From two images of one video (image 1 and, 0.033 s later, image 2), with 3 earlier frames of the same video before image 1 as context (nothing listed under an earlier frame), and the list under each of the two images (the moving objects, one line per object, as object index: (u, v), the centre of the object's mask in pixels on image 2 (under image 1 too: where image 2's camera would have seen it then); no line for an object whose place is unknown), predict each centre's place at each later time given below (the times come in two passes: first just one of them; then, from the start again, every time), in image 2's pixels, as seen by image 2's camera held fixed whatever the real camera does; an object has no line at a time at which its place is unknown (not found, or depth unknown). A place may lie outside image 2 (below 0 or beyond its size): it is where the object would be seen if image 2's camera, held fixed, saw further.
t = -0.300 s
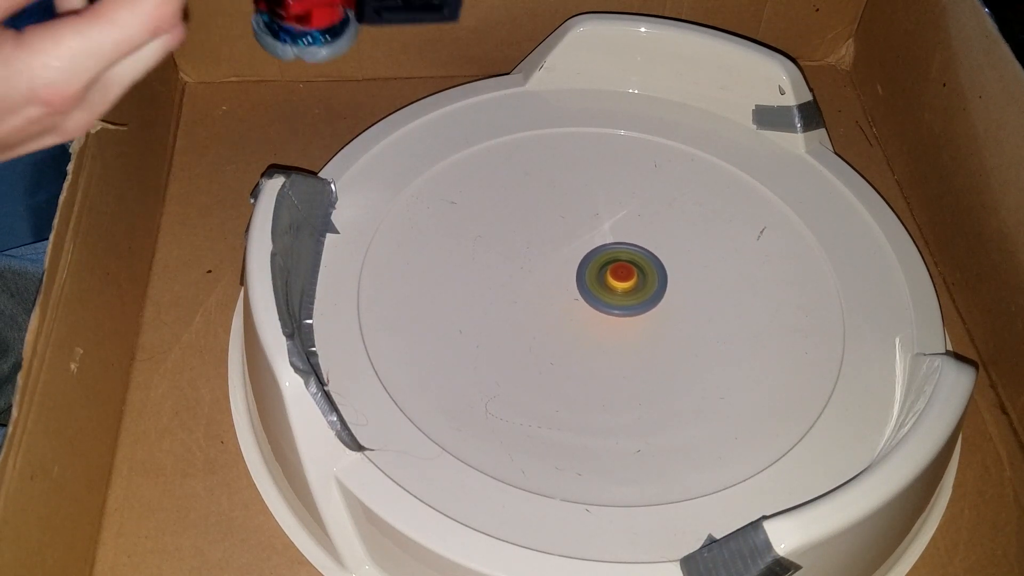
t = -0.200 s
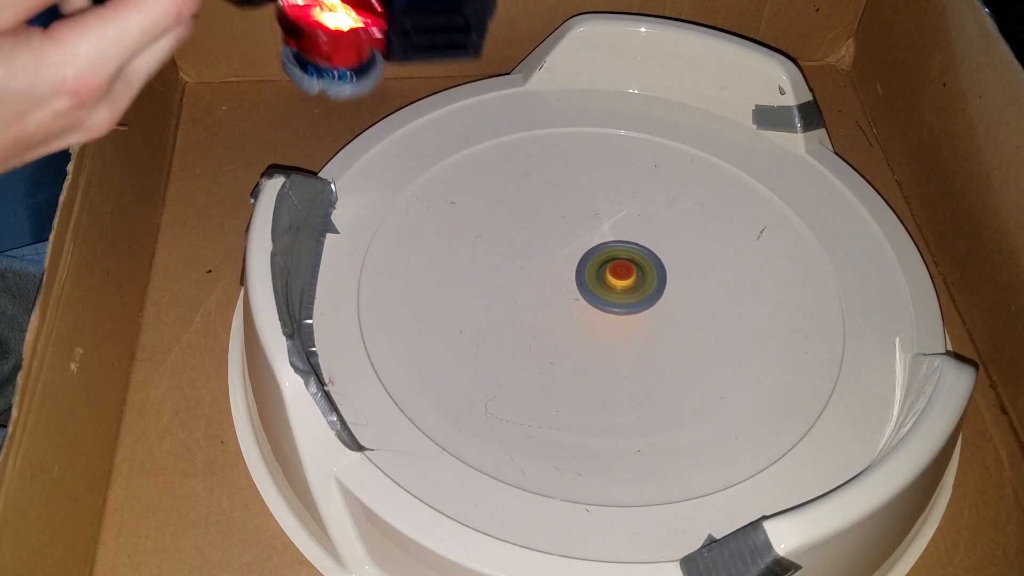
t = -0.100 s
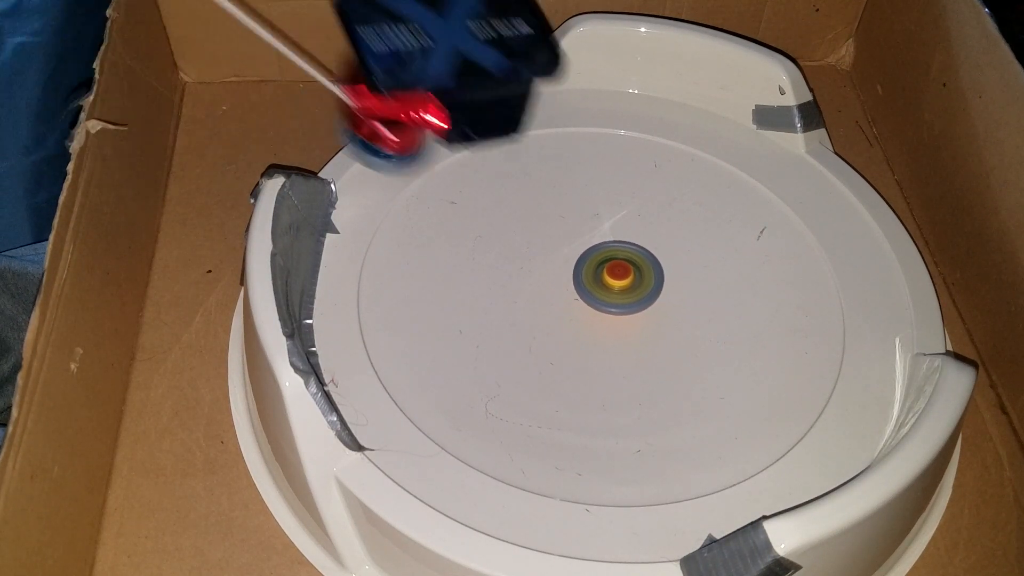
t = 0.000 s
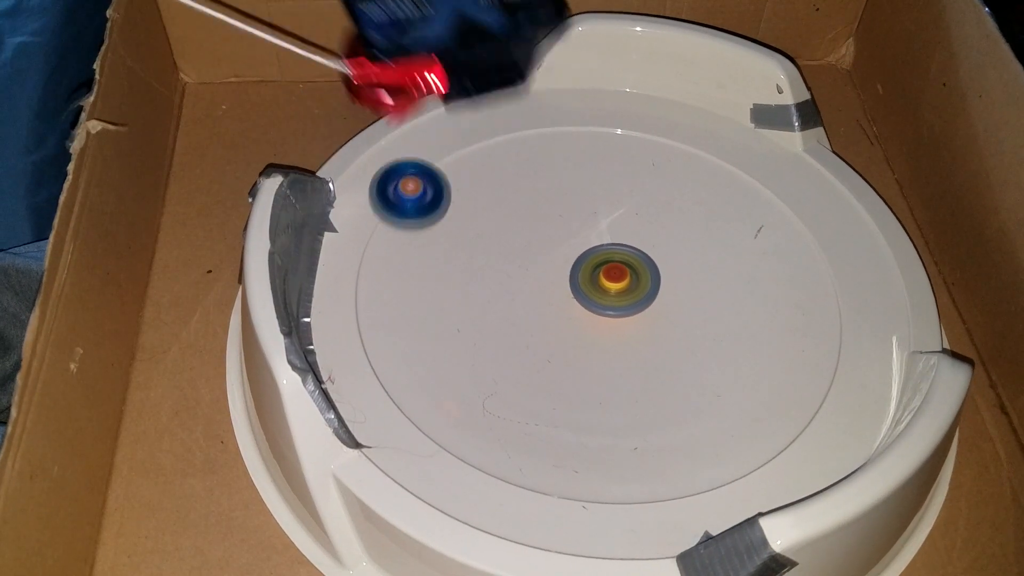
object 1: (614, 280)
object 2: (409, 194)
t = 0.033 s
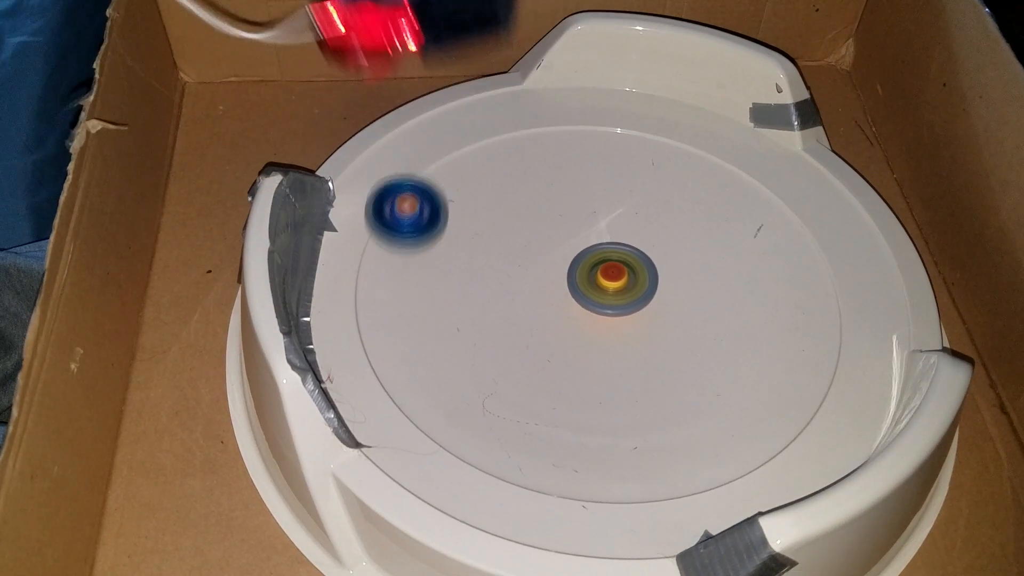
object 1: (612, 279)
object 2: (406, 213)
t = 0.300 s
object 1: (617, 291)
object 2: (754, 349)
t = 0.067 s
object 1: (612, 281)
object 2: (408, 243)
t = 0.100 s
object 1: (612, 283)
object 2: (422, 281)
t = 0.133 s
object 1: (613, 284)
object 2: (452, 322)
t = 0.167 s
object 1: (613, 286)
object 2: (500, 357)
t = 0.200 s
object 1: (614, 288)
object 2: (562, 380)
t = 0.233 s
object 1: (615, 289)
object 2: (631, 387)
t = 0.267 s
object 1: (615, 290)
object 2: (700, 375)
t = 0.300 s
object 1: (617, 291)
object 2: (754, 349)
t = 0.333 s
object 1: (618, 292)
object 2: (793, 311)
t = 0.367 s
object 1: (619, 293)
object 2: (818, 270)
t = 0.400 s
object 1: (622, 295)
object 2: (820, 221)
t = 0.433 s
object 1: (624, 295)
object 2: (799, 180)
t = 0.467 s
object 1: (626, 296)
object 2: (779, 147)
